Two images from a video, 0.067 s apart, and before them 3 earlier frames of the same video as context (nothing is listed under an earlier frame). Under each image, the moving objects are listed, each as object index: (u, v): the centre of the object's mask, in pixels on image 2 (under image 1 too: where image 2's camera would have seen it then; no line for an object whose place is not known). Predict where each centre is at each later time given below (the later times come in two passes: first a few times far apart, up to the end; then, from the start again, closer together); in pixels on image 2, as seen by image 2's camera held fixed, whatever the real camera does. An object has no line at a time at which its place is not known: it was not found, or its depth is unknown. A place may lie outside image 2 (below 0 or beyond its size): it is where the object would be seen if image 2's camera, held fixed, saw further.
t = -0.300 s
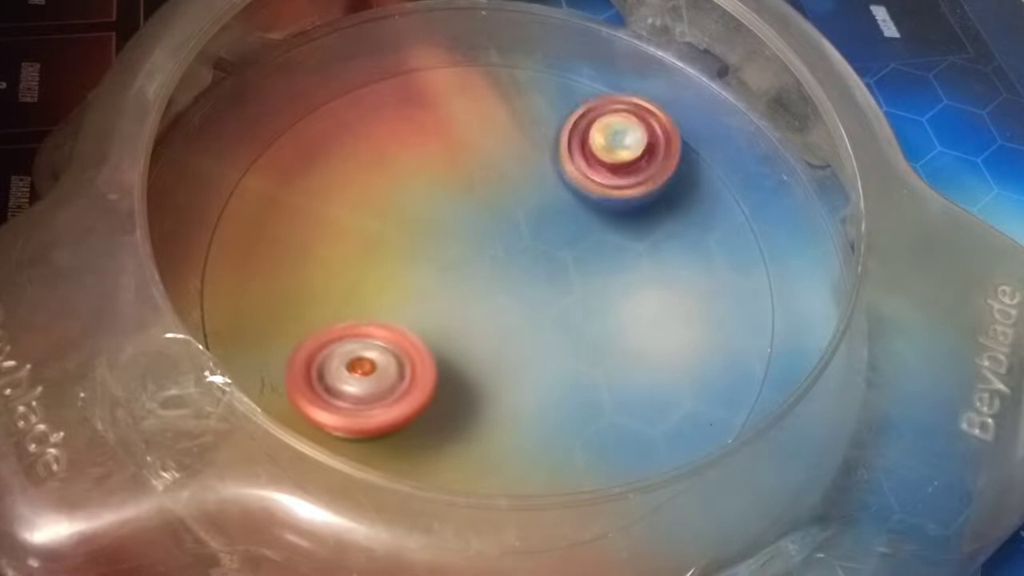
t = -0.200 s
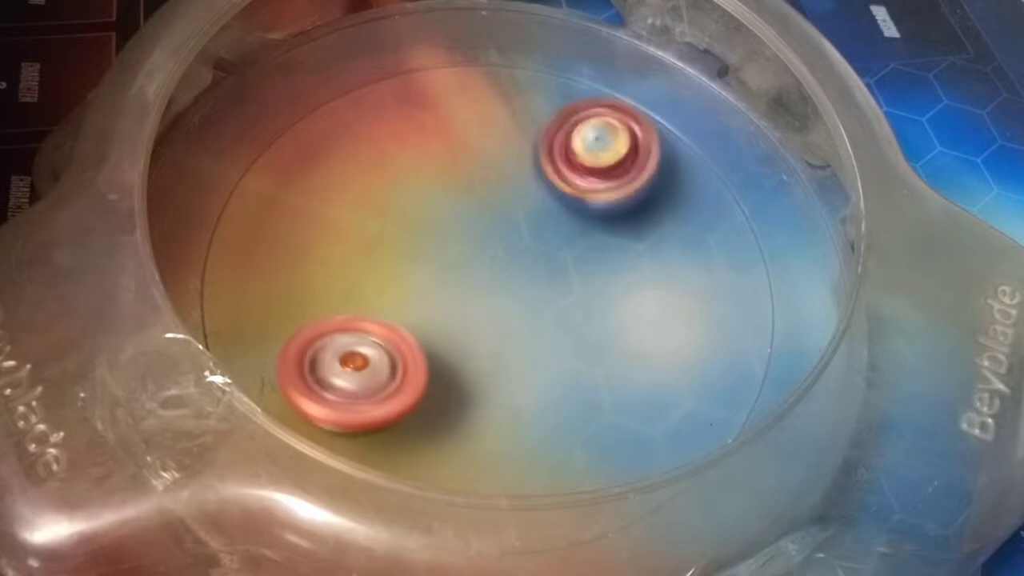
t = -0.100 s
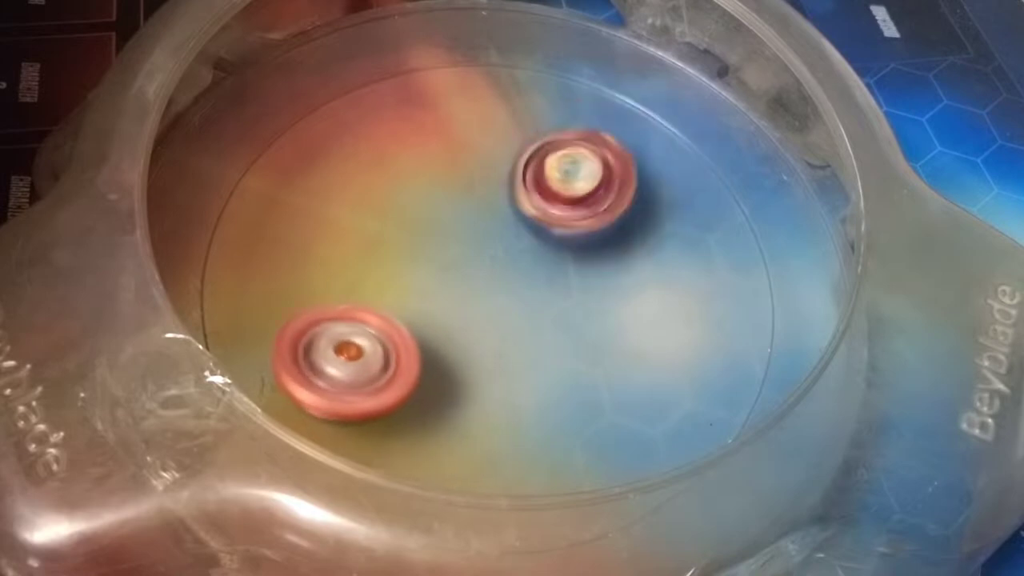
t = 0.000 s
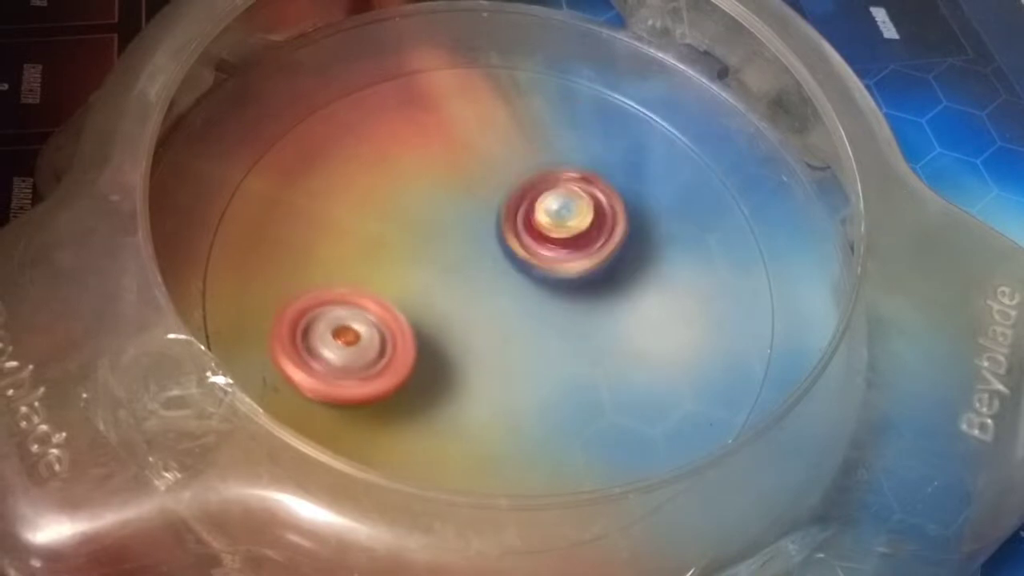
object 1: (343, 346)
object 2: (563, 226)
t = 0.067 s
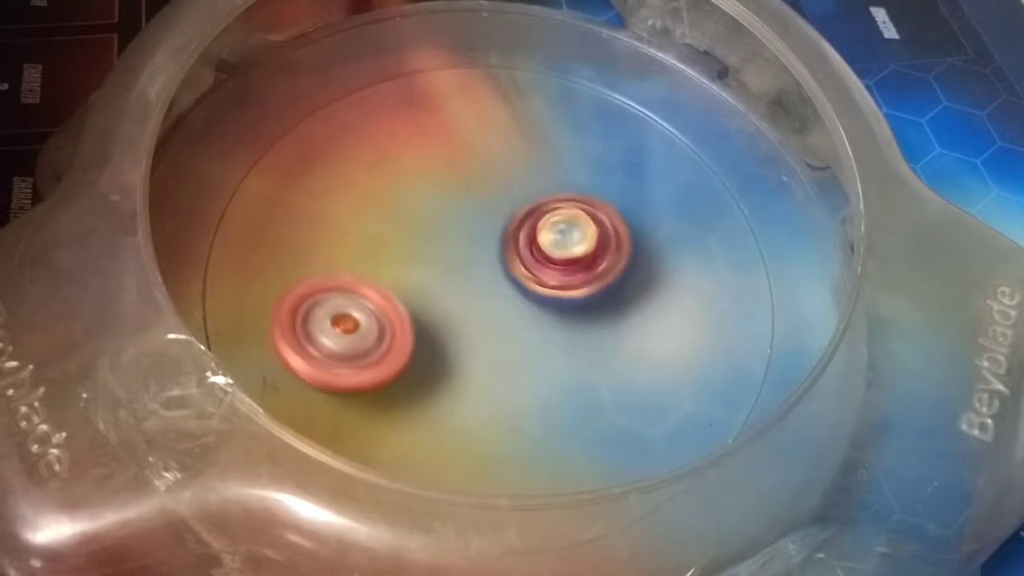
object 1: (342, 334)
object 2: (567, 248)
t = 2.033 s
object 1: (555, 224)
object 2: (390, 293)
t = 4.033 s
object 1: (376, 185)
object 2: (523, 231)
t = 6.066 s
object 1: (485, 297)
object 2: (394, 222)
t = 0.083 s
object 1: (343, 330)
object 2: (567, 254)
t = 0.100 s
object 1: (342, 327)
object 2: (570, 257)
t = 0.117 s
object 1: (343, 323)
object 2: (569, 264)
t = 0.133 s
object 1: (344, 319)
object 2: (572, 268)
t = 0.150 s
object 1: (344, 315)
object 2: (573, 272)
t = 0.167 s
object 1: (345, 311)
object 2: (574, 275)
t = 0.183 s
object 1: (346, 307)
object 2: (575, 278)
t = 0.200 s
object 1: (347, 304)
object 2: (575, 281)
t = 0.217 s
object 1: (348, 301)
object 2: (577, 283)
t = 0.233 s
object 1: (350, 295)
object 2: (574, 284)
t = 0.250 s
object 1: (351, 291)
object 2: (575, 285)
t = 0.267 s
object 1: (352, 287)
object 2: (573, 288)
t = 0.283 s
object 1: (354, 283)
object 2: (570, 288)
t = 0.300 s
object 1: (356, 278)
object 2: (570, 288)
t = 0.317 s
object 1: (358, 275)
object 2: (565, 287)
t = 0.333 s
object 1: (360, 271)
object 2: (562, 285)
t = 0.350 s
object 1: (362, 267)
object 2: (558, 285)
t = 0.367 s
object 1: (364, 263)
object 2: (554, 284)
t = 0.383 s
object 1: (368, 261)
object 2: (552, 282)
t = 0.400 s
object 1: (369, 256)
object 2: (546, 281)
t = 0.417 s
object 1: (371, 252)
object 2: (541, 279)
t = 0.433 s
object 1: (374, 248)
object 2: (535, 278)
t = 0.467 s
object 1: (379, 242)
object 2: (524, 274)
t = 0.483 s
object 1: (380, 238)
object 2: (514, 272)
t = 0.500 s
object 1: (366, 228)
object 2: (522, 274)
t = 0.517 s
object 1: (348, 214)
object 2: (529, 279)
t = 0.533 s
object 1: (335, 202)
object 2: (535, 281)
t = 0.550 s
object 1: (324, 191)
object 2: (542, 282)
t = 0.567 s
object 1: (316, 182)
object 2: (544, 282)
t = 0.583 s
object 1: (312, 176)
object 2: (547, 282)
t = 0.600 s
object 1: (309, 172)
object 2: (550, 282)
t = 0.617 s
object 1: (309, 169)
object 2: (551, 281)
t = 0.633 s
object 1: (309, 167)
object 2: (555, 279)
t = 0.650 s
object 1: (309, 166)
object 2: (555, 277)
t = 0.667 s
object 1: (310, 167)
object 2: (553, 275)
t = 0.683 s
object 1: (311, 167)
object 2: (554, 274)
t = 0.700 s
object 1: (312, 167)
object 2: (551, 272)
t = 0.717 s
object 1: (314, 167)
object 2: (548, 269)
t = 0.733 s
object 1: (316, 167)
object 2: (547, 266)
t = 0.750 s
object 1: (318, 167)
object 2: (541, 263)
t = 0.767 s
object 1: (321, 167)
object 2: (539, 260)
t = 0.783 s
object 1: (323, 167)
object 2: (535, 259)
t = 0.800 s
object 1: (326, 167)
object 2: (527, 255)
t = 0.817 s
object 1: (329, 167)
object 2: (523, 251)
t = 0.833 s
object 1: (332, 167)
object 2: (515, 249)
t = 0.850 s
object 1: (336, 167)
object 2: (509, 246)
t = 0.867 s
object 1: (340, 167)
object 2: (503, 244)
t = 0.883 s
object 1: (343, 167)
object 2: (494, 242)
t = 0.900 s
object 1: (348, 168)
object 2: (487, 240)
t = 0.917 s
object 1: (352, 167)
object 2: (480, 240)
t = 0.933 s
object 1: (354, 166)
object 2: (471, 238)
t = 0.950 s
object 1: (352, 161)
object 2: (469, 240)
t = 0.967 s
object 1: (350, 156)
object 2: (465, 244)
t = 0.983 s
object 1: (351, 155)
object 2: (459, 245)
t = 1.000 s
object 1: (353, 153)
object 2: (456, 247)
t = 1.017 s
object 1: (355, 153)
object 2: (449, 250)
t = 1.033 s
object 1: (356, 150)
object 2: (444, 254)
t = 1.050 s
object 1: (357, 146)
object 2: (445, 261)
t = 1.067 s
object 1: (359, 144)
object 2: (442, 267)
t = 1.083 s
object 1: (361, 143)
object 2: (440, 271)
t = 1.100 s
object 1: (364, 142)
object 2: (441, 276)
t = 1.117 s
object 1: (367, 143)
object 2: (440, 283)
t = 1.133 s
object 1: (370, 143)
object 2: (441, 287)
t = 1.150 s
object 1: (372, 144)
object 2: (443, 291)
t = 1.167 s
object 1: (376, 145)
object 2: (443, 296)
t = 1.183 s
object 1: (379, 146)
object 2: (446, 298)
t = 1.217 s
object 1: (386, 148)
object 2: (450, 304)
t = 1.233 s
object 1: (390, 149)
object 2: (454, 306)
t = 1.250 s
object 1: (394, 151)
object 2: (456, 307)
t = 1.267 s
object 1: (398, 153)
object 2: (456, 306)
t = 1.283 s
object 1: (401, 155)
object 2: (459, 306)
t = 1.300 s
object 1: (405, 157)
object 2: (460, 306)
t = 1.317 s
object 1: (409, 159)
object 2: (460, 304)
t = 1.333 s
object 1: (413, 162)
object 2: (462, 302)
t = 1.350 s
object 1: (417, 164)
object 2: (463, 300)
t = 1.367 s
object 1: (421, 166)
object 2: (464, 297)
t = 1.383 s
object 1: (425, 169)
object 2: (467, 294)
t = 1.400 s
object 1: (429, 171)
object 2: (467, 290)
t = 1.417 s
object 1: (433, 170)
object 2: (466, 290)
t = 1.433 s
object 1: (437, 163)
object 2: (469, 294)
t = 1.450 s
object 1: (440, 158)
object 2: (467, 296)
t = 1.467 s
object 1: (445, 156)
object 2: (466, 298)
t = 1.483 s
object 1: (450, 155)
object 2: (468, 299)
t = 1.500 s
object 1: (454, 156)
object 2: (468, 299)
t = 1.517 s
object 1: (458, 157)
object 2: (467, 298)
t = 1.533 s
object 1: (461, 159)
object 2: (470, 298)
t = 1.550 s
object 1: (465, 161)
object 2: (469, 297)
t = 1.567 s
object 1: (469, 163)
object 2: (467, 295)
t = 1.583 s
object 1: (472, 165)
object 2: (467, 293)
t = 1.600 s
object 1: (476, 168)
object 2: (465, 293)
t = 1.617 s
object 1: (480, 170)
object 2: (462, 290)
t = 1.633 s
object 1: (483, 172)
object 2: (460, 288)
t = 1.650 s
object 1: (488, 170)
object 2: (457, 292)
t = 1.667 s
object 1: (493, 167)
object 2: (452, 294)
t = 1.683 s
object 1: (498, 167)
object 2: (448, 296)
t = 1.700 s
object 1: (502, 168)
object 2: (448, 297)
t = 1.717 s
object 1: (506, 171)
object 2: (442, 298)
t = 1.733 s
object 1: (509, 173)
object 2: (437, 299)
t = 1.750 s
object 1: (512, 176)
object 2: (435, 299)
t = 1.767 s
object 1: (516, 178)
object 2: (429, 301)
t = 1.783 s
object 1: (519, 181)
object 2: (425, 302)
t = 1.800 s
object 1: (521, 183)
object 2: (424, 302)
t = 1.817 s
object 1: (524, 186)
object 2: (420, 303)
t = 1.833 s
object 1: (526, 189)
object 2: (416, 303)
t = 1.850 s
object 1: (528, 192)
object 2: (414, 302)
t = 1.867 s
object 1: (532, 195)
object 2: (411, 303)
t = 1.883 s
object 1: (534, 197)
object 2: (406, 301)
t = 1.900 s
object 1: (536, 201)
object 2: (405, 301)
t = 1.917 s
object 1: (539, 203)
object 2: (404, 301)
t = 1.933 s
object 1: (541, 207)
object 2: (400, 300)
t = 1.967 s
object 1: (546, 213)
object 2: (398, 298)
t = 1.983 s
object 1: (548, 216)
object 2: (394, 297)
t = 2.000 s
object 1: (551, 219)
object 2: (392, 295)
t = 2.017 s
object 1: (553, 222)
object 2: (392, 293)
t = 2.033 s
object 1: (555, 224)
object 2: (390, 293)
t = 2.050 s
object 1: (556, 227)
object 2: (388, 291)
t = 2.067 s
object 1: (558, 230)
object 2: (390, 289)
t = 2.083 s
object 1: (559, 232)
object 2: (390, 288)
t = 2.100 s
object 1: (561, 235)
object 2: (388, 286)
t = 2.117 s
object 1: (562, 237)
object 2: (388, 280)
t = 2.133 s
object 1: (563, 239)
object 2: (389, 278)
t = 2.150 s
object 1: (563, 242)
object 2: (388, 276)
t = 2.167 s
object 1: (564, 244)
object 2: (387, 272)
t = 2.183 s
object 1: (564, 246)
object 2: (389, 269)
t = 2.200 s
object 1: (564, 248)
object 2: (386, 267)
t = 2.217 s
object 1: (563, 249)
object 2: (386, 263)
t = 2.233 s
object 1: (564, 252)
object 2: (387, 259)
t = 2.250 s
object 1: (563, 253)
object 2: (386, 258)
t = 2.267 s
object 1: (563, 255)
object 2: (386, 255)
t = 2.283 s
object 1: (562, 257)
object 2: (387, 252)
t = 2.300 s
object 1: (561, 259)
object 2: (387, 251)
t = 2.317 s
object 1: (561, 260)
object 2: (385, 247)
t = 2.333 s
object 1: (559, 262)
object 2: (386, 244)
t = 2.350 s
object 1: (558, 264)
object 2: (389, 242)
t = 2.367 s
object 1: (557, 265)
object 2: (387, 241)
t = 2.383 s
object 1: (555, 267)
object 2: (388, 239)
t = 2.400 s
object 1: (553, 268)
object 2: (392, 236)
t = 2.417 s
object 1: (551, 270)
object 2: (392, 235)
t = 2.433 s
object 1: (549, 271)
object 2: (394, 232)
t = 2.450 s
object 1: (547, 272)
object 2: (397, 230)
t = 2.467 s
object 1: (544, 273)
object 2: (399, 228)
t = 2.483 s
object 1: (542, 275)
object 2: (399, 226)
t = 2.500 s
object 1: (539, 276)
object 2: (401, 223)
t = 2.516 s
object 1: (536, 277)
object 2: (405, 222)
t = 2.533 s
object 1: (533, 277)
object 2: (404, 221)
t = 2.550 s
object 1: (529, 278)
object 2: (407, 220)
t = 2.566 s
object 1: (526, 279)
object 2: (412, 216)
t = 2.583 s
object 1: (524, 282)
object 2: (414, 214)
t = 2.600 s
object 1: (524, 285)
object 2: (413, 210)
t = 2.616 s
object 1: (523, 287)
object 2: (412, 205)
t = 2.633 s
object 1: (521, 288)
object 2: (414, 199)
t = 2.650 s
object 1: (519, 289)
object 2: (412, 198)
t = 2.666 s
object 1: (516, 290)
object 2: (411, 194)
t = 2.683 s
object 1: (513, 290)
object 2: (412, 191)
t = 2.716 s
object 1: (507, 290)
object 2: (411, 186)
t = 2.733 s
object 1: (504, 289)
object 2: (410, 185)
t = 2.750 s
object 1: (500, 289)
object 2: (412, 184)
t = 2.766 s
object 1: (497, 288)
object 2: (410, 184)
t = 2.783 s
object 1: (493, 287)
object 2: (410, 185)
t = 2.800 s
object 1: (489, 286)
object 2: (411, 184)
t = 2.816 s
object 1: (484, 285)
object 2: (411, 187)
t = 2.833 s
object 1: (480, 285)
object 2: (413, 187)
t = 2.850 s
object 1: (477, 289)
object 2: (413, 187)
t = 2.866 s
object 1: (475, 297)
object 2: (416, 179)
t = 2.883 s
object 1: (472, 302)
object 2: (417, 177)
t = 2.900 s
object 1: (468, 305)
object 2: (419, 176)
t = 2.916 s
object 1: (463, 307)
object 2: (423, 173)
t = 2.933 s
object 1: (459, 307)
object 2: (427, 172)
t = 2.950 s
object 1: (456, 307)
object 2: (428, 173)
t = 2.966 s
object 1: (452, 306)
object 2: (430, 177)
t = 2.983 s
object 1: (449, 305)
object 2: (434, 176)
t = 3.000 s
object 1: (445, 305)
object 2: (437, 178)
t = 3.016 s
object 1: (442, 304)
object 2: (439, 180)
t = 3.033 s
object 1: (439, 302)
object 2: (442, 182)
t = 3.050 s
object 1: (436, 301)
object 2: (449, 185)
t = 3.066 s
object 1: (433, 300)
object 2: (451, 189)
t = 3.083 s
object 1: (428, 300)
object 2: (456, 193)
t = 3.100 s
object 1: (421, 302)
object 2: (463, 193)
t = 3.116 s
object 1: (415, 303)
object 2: (471, 192)
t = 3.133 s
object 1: (410, 302)
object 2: (475, 192)
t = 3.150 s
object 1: (406, 300)
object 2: (481, 194)
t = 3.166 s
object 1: (402, 300)
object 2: (486, 196)
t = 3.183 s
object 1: (399, 298)
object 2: (492, 196)
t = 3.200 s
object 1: (395, 297)
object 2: (495, 198)
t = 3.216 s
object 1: (392, 295)
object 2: (500, 198)
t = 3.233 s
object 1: (389, 293)
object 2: (506, 200)
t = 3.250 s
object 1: (386, 292)
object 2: (513, 202)
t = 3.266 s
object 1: (384, 291)
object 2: (515, 203)
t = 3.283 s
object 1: (380, 287)
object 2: (520, 204)
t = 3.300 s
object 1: (377, 286)
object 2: (526, 205)
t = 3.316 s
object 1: (375, 284)
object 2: (532, 206)
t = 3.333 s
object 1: (372, 281)
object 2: (533, 207)
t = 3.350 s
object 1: (370, 279)
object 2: (539, 210)
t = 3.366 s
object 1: (368, 277)
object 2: (545, 211)
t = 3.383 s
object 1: (367, 276)
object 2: (551, 212)
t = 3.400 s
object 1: (364, 273)
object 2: (552, 213)
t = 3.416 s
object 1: (363, 271)
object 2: (557, 216)
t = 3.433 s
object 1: (362, 269)
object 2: (562, 217)
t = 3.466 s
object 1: (360, 266)
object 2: (570, 219)
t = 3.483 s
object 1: (359, 262)
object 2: (575, 221)
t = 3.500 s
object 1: (357, 260)
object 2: (579, 221)
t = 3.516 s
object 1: (358, 259)
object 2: (584, 222)
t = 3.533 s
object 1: (357, 257)
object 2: (586, 224)
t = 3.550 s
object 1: (357, 255)
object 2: (589, 224)
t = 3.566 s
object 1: (357, 252)
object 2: (592, 226)
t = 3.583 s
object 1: (357, 250)
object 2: (597, 224)
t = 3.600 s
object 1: (357, 246)
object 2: (598, 225)
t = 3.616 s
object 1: (357, 246)
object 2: (598, 224)
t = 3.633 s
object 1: (358, 243)
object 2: (599, 226)
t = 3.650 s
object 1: (359, 241)
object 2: (600, 223)
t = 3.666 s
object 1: (360, 239)
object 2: (600, 224)
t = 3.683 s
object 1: (361, 237)
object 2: (596, 223)
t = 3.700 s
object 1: (362, 235)
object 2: (595, 224)
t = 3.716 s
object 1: (364, 232)
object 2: (594, 223)
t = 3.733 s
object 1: (366, 230)
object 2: (592, 223)
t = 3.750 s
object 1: (368, 229)
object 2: (587, 222)
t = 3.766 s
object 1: (370, 227)
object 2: (584, 224)
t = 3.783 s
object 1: (372, 225)
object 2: (580, 222)
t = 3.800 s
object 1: (375, 223)
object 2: (577, 222)
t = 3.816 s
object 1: (377, 221)
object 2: (571, 222)
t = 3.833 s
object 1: (381, 219)
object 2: (565, 223)
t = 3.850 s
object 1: (383, 218)
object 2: (560, 221)
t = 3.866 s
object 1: (386, 216)
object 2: (555, 221)
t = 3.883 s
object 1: (389, 215)
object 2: (549, 221)
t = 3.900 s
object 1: (392, 213)
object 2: (544, 222)
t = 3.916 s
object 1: (396, 212)
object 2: (537, 220)
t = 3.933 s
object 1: (397, 210)
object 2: (535, 224)
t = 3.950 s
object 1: (393, 205)
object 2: (535, 227)
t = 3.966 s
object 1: (390, 202)
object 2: (531, 226)
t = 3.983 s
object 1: (388, 197)
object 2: (528, 225)
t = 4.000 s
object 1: (388, 195)
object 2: (524, 227)
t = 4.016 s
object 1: (385, 190)
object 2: (523, 230)
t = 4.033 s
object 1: (376, 185)
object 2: (523, 231)
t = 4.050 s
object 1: (369, 180)
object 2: (522, 232)
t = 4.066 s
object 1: (363, 176)
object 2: (521, 232)
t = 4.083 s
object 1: (361, 174)
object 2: (518, 232)
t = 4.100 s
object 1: (359, 172)
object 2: (517, 235)
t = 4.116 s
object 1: (359, 170)
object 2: (512, 235)
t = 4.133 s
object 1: (360, 169)
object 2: (505, 233)
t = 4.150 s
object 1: (362, 170)
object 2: (500, 233)
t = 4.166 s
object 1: (363, 168)
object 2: (495, 233)
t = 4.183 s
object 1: (365, 168)
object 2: (491, 234)
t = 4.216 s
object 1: (354, 152)
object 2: (493, 244)
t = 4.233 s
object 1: (350, 146)
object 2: (493, 248)
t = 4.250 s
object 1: (348, 142)
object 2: (495, 251)
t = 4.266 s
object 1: (348, 139)
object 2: (496, 254)
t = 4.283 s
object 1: (347, 138)
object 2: (493, 258)
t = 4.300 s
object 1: (348, 138)
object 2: (493, 259)
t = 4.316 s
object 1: (348, 138)
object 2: (491, 262)
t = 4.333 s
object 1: (350, 138)
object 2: (491, 264)
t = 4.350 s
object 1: (351, 139)
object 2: (490, 267)
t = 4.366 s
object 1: (354, 139)
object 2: (490, 271)
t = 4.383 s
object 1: (355, 140)
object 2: (485, 272)
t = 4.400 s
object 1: (358, 141)
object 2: (484, 274)
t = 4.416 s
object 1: (361, 142)
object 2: (482, 277)
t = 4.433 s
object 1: (364, 144)
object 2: (480, 278)
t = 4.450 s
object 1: (366, 145)
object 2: (479, 280)
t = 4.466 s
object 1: (370, 148)
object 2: (476, 283)
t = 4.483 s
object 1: (373, 149)
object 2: (473, 283)
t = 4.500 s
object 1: (377, 151)
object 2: (470, 284)
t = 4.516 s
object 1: (380, 153)
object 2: (466, 284)
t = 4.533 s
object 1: (384, 156)
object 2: (466, 285)
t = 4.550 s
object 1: (388, 158)
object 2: (464, 285)
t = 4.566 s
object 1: (392, 161)
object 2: (459, 285)
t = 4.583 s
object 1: (395, 163)
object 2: (455, 285)
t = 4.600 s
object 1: (399, 165)
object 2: (452, 284)
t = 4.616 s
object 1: (403, 167)
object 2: (448, 284)
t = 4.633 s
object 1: (408, 167)
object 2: (445, 286)
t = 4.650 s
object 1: (414, 160)
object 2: (441, 294)
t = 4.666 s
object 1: (420, 150)
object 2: (435, 304)
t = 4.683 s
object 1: (425, 144)
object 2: (431, 311)
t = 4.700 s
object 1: (429, 138)
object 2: (426, 316)
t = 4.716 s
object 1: (435, 135)
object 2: (422, 319)
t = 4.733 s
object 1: (439, 134)
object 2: (421, 322)
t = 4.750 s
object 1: (443, 134)
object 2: (417, 321)
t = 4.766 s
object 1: (445, 134)
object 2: (415, 320)
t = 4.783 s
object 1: (449, 134)
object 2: (414, 323)
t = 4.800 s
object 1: (451, 137)
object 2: (409, 322)
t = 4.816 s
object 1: (454, 137)
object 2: (408, 319)
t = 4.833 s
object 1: (457, 140)
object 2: (407, 318)
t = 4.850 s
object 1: (458, 141)
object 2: (406, 316)
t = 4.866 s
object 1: (462, 144)
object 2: (406, 315)
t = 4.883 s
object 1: (463, 146)
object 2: (405, 313)
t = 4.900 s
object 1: (466, 149)
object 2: (407, 312)
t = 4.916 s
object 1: (467, 152)
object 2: (407, 311)
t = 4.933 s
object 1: (471, 154)
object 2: (404, 309)
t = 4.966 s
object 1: (474, 160)
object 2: (405, 304)
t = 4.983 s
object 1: (476, 165)
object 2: (407, 301)
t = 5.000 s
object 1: (478, 167)
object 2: (408, 300)
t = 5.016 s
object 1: (480, 172)
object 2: (408, 297)
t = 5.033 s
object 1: (481, 175)
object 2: (409, 295)
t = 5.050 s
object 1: (485, 179)
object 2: (408, 293)
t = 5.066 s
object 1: (486, 183)
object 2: (405, 289)
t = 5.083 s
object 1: (490, 187)
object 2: (406, 285)
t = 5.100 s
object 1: (493, 190)
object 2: (405, 282)
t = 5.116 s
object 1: (502, 191)
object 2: (395, 279)
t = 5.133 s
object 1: (510, 192)
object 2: (391, 277)
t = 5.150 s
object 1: (516, 194)
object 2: (386, 275)
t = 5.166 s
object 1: (521, 198)
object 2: (384, 273)
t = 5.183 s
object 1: (525, 201)
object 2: (380, 271)
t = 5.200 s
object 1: (529, 206)
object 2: (379, 268)
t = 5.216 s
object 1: (533, 209)
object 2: (377, 268)
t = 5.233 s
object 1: (537, 214)
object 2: (373, 265)
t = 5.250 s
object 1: (541, 217)
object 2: (370, 263)
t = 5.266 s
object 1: (545, 222)
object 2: (370, 261)
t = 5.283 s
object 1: (548, 225)
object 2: (371, 259)
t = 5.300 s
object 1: (552, 230)
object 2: (370, 257)
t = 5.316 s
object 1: (554, 233)
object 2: (369, 255)
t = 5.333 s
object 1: (558, 238)
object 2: (371, 254)
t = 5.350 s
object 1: (559, 242)
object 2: (374, 254)
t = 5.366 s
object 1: (562, 245)
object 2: (377, 254)
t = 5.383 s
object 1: (564, 249)
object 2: (378, 254)
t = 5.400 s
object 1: (565, 252)
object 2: (379, 254)
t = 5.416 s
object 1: (567, 255)
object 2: (381, 254)
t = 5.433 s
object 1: (567, 258)
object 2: (381, 254)
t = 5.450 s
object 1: (568, 261)
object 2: (382, 255)
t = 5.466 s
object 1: (568, 263)
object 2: (381, 255)
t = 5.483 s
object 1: (568, 266)
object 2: (381, 254)
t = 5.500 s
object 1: (568, 268)
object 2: (381, 253)
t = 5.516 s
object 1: (568, 270)
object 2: (383, 252)
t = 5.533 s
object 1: (567, 272)
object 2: (385, 251)
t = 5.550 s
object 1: (566, 274)
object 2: (386, 249)
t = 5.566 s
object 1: (565, 276)
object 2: (387, 248)
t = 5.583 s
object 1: (563, 277)
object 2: (387, 246)
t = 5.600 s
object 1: (562, 279)
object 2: (389, 245)
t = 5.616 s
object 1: (560, 281)
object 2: (393, 243)
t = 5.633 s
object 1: (557, 283)
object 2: (393, 241)
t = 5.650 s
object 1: (554, 284)
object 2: (396, 239)
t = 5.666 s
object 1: (552, 285)
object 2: (397, 236)
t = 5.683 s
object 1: (549, 287)
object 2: (399, 235)
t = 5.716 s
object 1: (542, 289)
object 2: (401, 231)
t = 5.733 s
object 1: (538, 289)
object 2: (401, 228)
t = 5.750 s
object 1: (535, 289)
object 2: (401, 226)
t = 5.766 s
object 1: (531, 290)
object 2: (400, 224)
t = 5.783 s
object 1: (527, 290)
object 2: (399, 224)
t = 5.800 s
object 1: (523, 290)
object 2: (399, 223)
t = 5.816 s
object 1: (519, 290)
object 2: (399, 223)
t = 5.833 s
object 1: (514, 289)
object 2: (398, 223)
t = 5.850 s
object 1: (510, 289)
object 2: (398, 223)
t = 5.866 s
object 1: (506, 289)
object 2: (398, 223)
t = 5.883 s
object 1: (502, 288)
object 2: (398, 223)
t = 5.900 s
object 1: (499, 288)
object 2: (398, 224)
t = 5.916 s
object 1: (495, 287)
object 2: (398, 225)
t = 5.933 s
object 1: (495, 287)
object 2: (397, 226)
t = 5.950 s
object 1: (494, 287)
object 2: (395, 227)
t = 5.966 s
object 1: (492, 287)
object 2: (394, 229)
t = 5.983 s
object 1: (489, 287)
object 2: (393, 230)
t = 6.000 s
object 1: (488, 288)
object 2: (392, 229)
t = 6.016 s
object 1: (486, 291)
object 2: (392, 226)
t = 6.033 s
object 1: (486, 294)
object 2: (392, 224)
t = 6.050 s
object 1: (486, 296)
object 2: (393, 223)
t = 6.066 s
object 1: (485, 297)
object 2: (394, 222)
